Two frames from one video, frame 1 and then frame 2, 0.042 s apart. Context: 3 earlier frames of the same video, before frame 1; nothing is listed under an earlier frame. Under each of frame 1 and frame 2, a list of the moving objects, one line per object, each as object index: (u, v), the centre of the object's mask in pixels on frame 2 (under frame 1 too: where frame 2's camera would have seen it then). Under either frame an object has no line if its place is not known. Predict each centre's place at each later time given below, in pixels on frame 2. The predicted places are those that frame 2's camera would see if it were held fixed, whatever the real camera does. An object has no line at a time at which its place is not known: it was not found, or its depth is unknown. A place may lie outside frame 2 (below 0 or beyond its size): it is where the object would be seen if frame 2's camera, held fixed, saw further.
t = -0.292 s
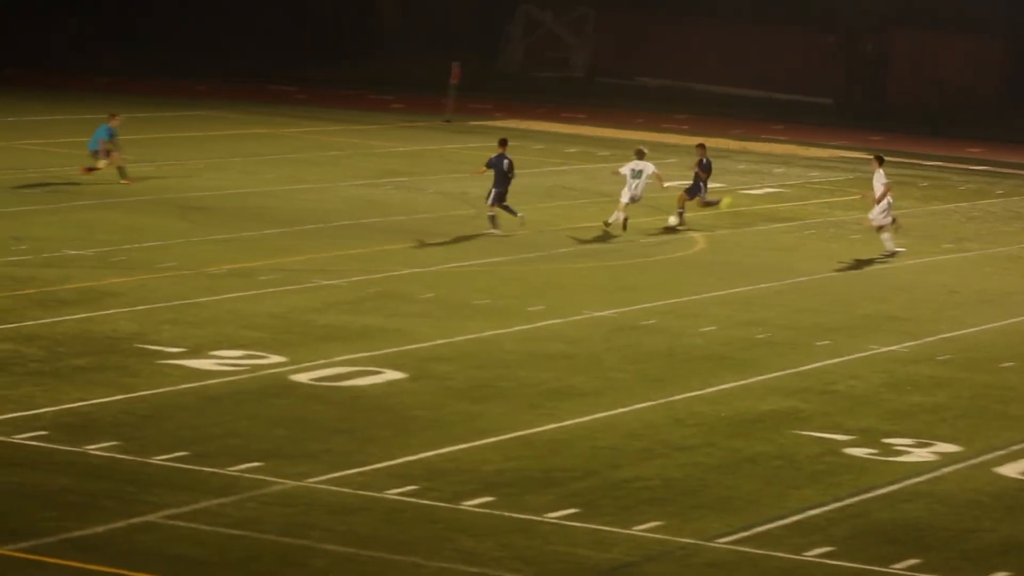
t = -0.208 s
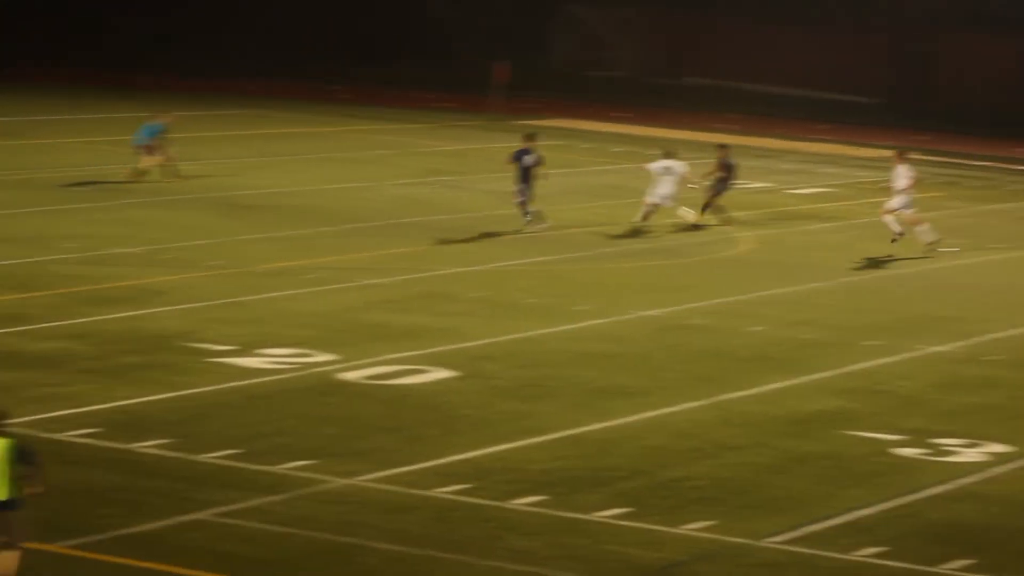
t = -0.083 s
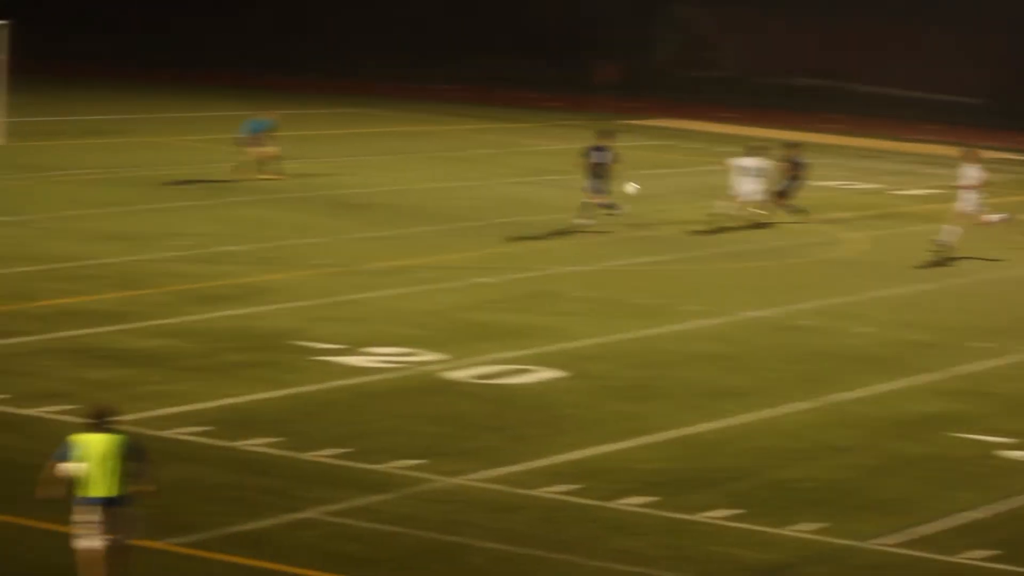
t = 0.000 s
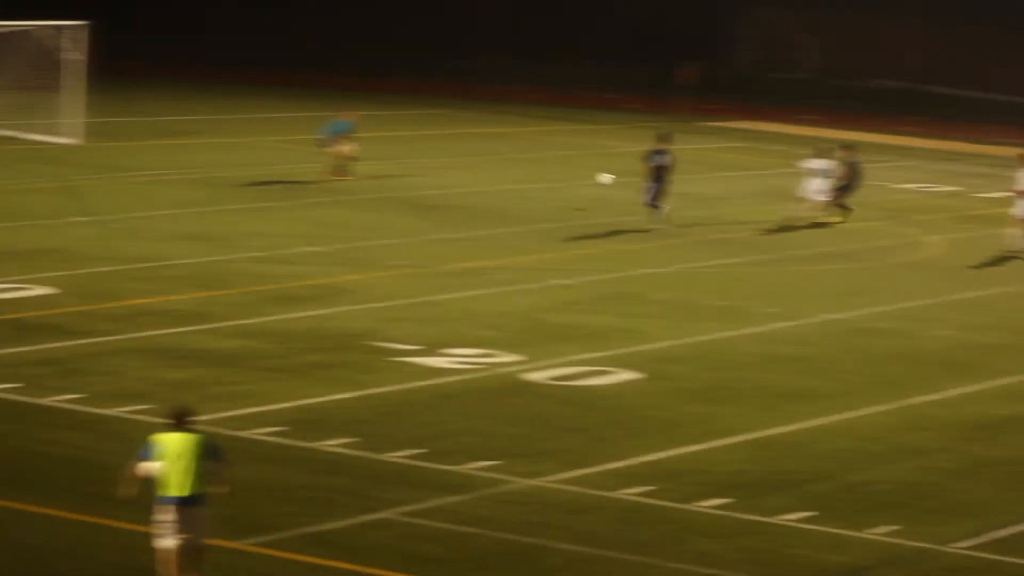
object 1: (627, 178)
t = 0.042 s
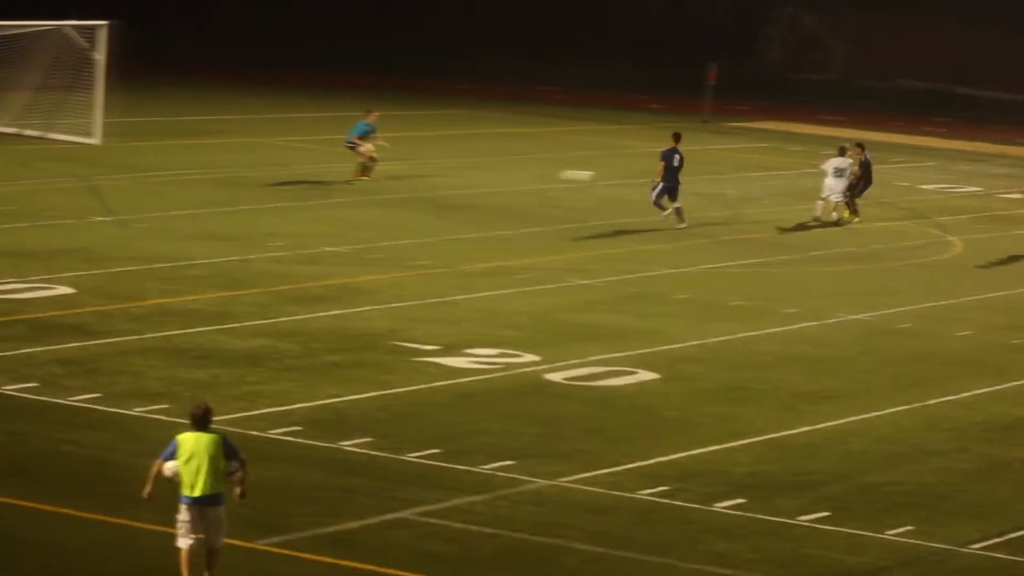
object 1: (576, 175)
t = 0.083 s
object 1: (526, 173)
